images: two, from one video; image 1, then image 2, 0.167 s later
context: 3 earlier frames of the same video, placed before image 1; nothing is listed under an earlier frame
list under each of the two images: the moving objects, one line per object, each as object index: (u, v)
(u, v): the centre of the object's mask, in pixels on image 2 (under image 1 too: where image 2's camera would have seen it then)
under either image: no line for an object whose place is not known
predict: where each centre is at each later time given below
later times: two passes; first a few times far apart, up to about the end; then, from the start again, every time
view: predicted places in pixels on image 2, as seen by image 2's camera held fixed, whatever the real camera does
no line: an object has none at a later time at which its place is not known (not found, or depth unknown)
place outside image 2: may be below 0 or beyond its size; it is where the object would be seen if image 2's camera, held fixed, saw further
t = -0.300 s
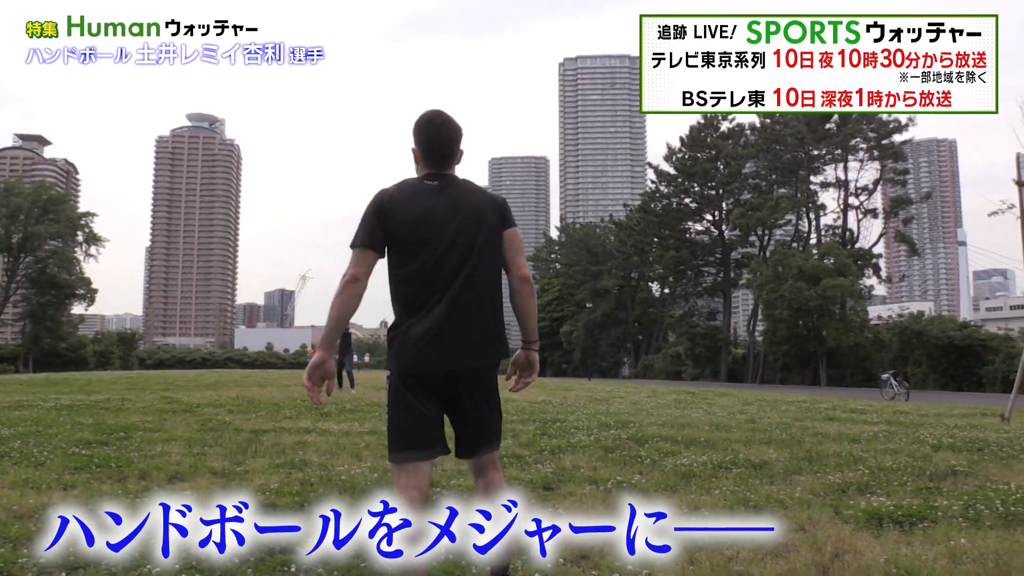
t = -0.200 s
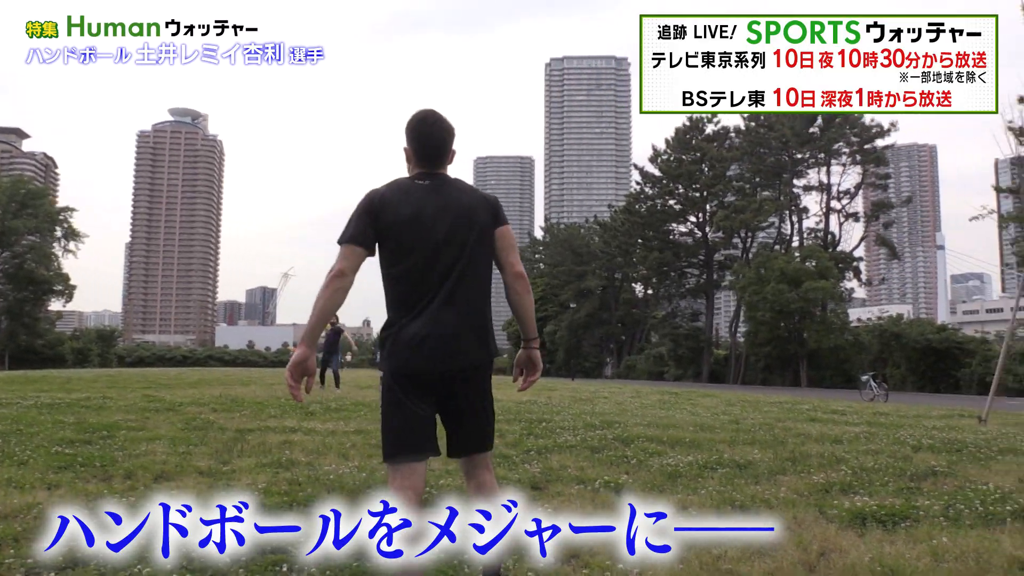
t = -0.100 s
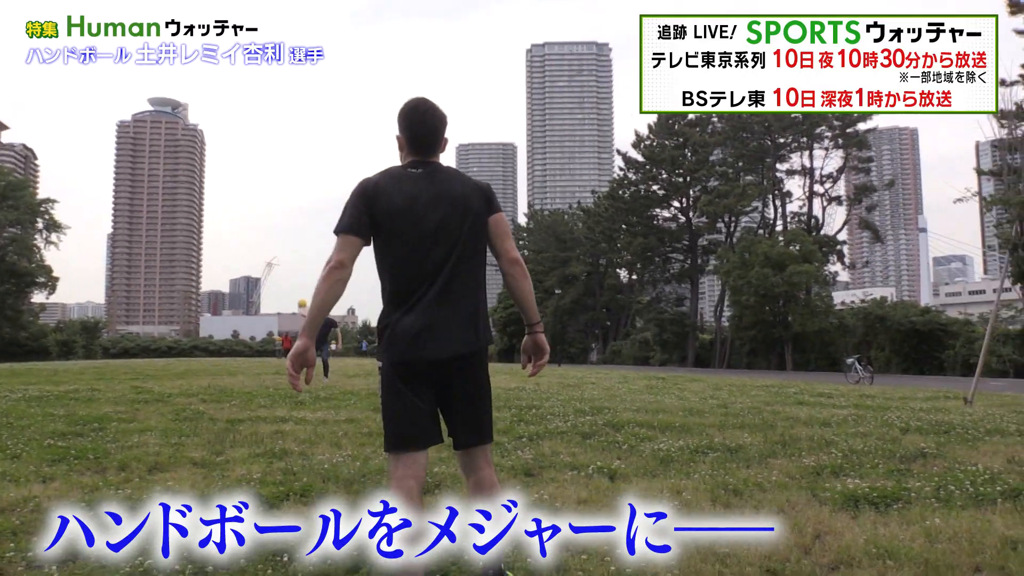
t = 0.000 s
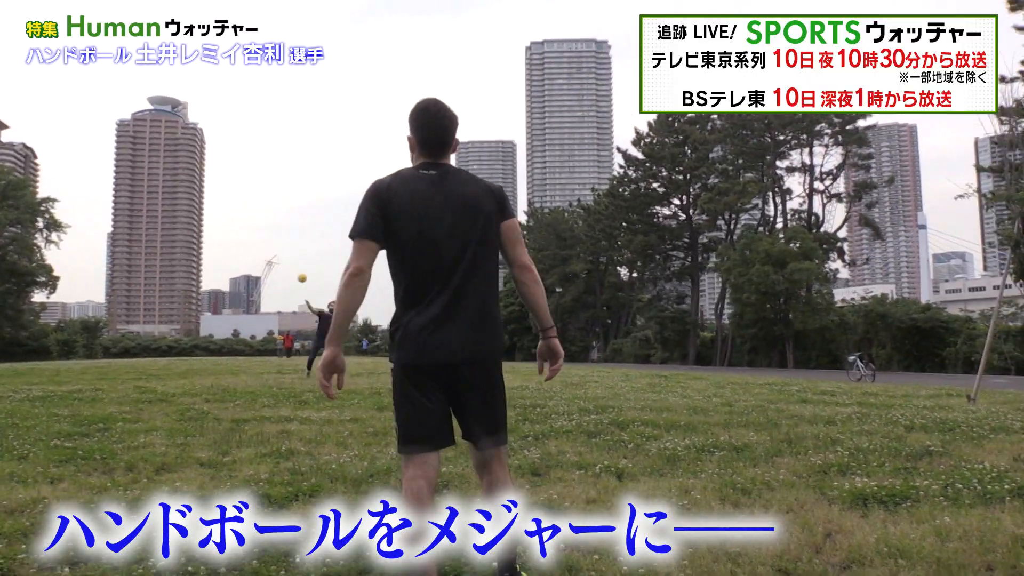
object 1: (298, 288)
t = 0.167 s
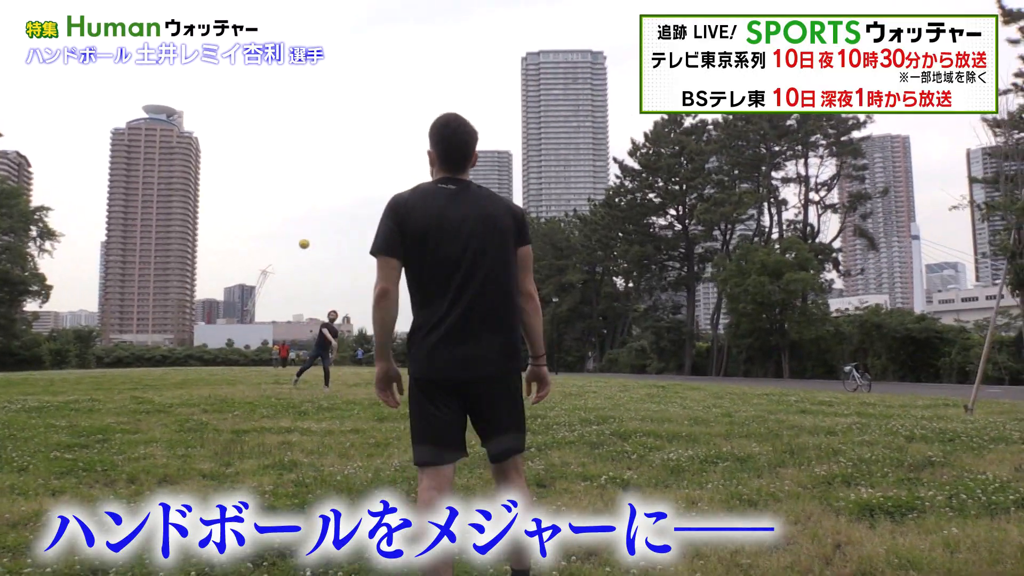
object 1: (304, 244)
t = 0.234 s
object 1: (307, 227)
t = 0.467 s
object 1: (321, 173)
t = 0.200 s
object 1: (305, 235)
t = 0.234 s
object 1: (307, 227)
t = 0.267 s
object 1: (308, 219)
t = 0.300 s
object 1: (310, 211)
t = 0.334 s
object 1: (312, 203)
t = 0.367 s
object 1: (314, 195)
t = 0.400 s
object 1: (316, 188)
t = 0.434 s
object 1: (319, 180)
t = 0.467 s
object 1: (321, 173)
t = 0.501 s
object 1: (323, 167)
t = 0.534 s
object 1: (326, 161)
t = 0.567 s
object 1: (329, 155)
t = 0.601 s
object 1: (332, 150)
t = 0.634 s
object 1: (335, 146)
